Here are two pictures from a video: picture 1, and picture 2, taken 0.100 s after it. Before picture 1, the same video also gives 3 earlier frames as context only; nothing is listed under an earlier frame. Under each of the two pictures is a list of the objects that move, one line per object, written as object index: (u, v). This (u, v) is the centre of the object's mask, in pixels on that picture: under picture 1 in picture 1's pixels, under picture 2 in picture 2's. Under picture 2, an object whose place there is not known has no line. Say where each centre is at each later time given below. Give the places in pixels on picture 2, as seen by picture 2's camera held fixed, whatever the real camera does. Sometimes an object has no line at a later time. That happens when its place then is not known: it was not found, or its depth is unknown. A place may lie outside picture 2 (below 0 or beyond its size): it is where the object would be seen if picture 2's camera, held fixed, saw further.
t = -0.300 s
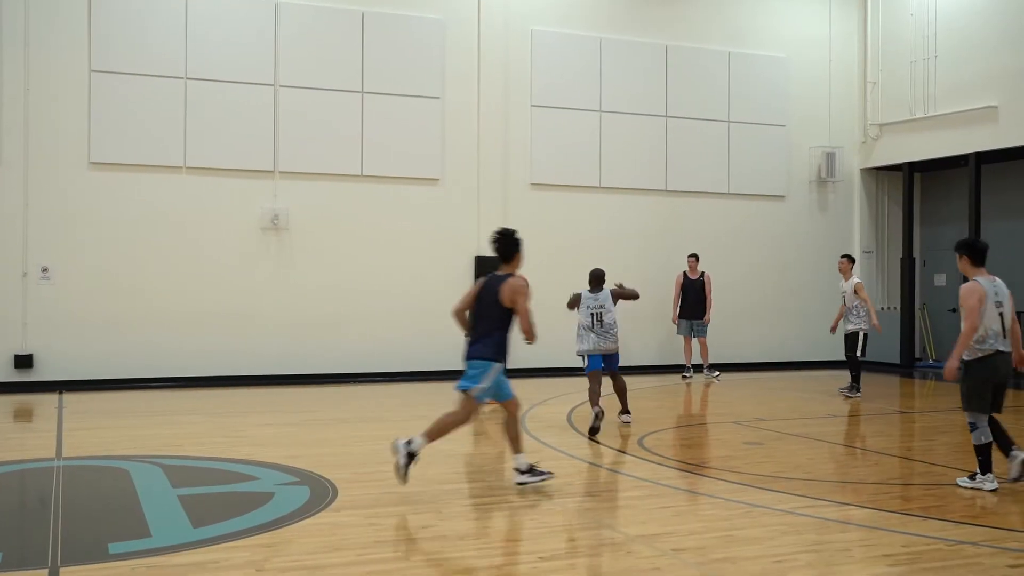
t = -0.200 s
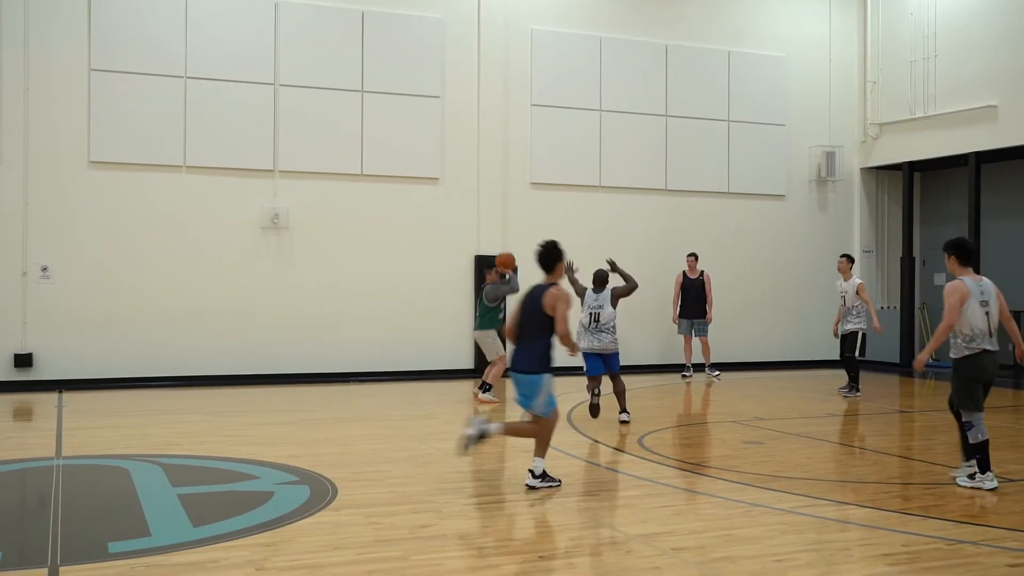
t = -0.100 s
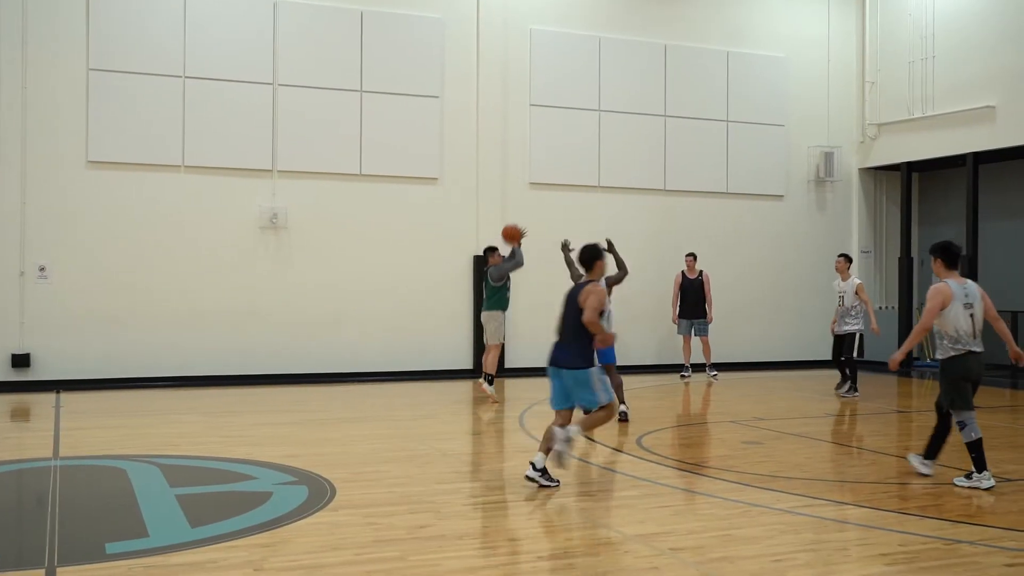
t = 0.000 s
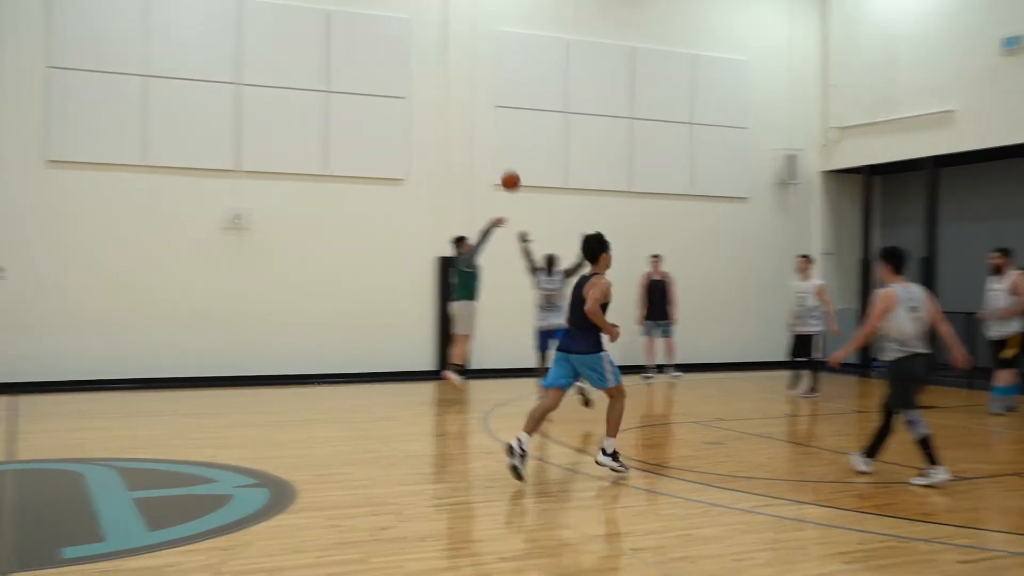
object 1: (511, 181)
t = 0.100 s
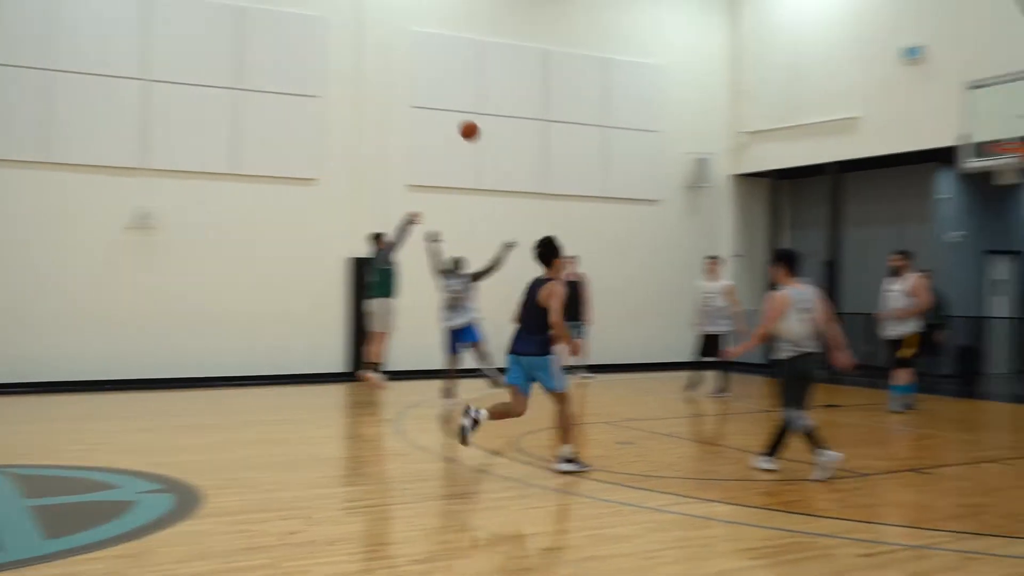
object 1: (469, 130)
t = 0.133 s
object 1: (480, 116)
